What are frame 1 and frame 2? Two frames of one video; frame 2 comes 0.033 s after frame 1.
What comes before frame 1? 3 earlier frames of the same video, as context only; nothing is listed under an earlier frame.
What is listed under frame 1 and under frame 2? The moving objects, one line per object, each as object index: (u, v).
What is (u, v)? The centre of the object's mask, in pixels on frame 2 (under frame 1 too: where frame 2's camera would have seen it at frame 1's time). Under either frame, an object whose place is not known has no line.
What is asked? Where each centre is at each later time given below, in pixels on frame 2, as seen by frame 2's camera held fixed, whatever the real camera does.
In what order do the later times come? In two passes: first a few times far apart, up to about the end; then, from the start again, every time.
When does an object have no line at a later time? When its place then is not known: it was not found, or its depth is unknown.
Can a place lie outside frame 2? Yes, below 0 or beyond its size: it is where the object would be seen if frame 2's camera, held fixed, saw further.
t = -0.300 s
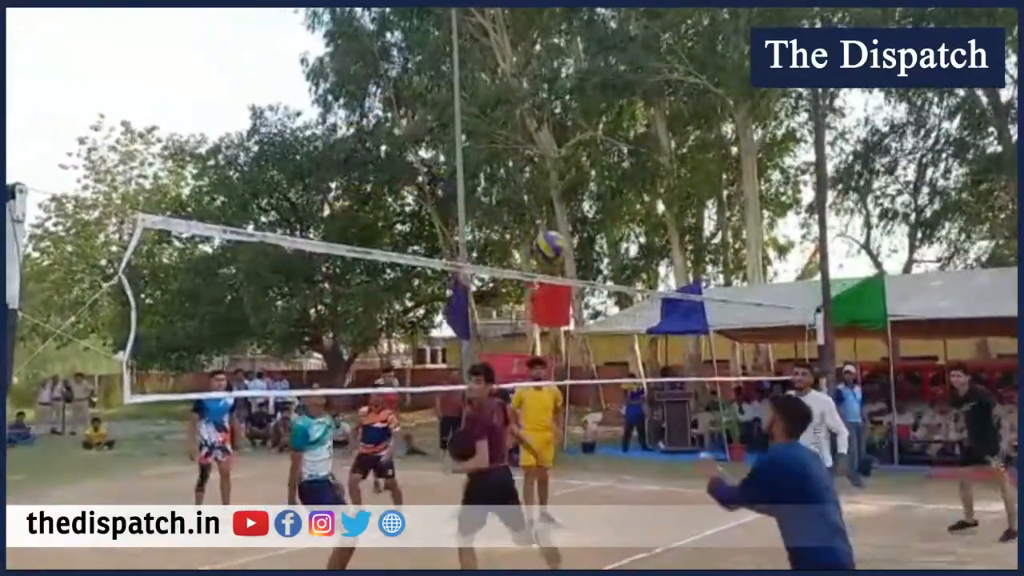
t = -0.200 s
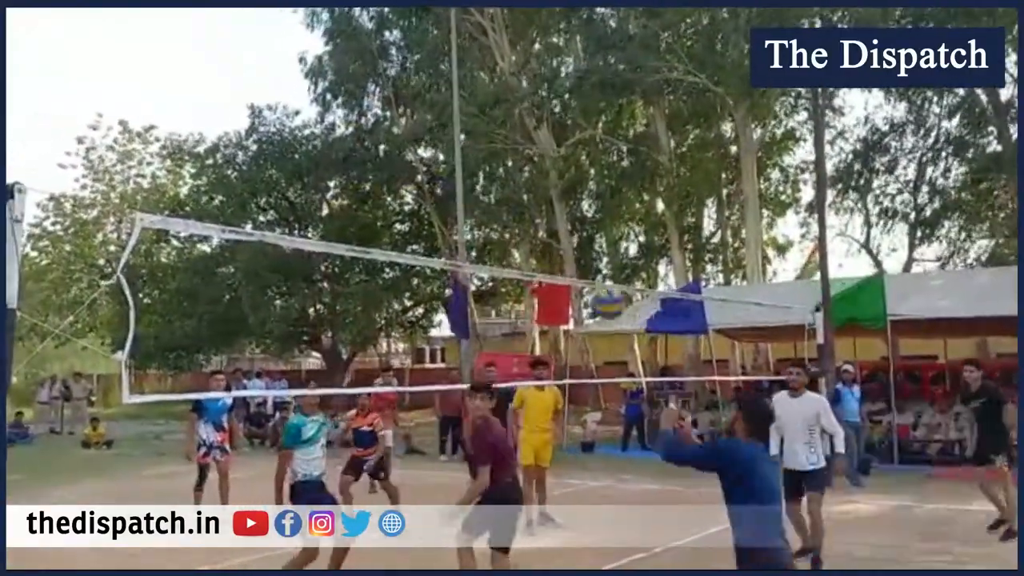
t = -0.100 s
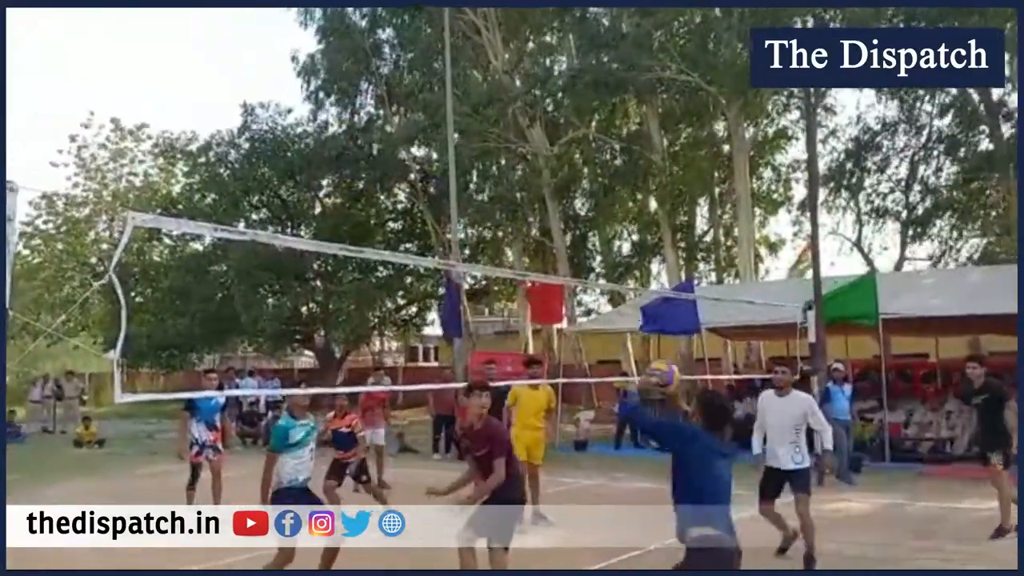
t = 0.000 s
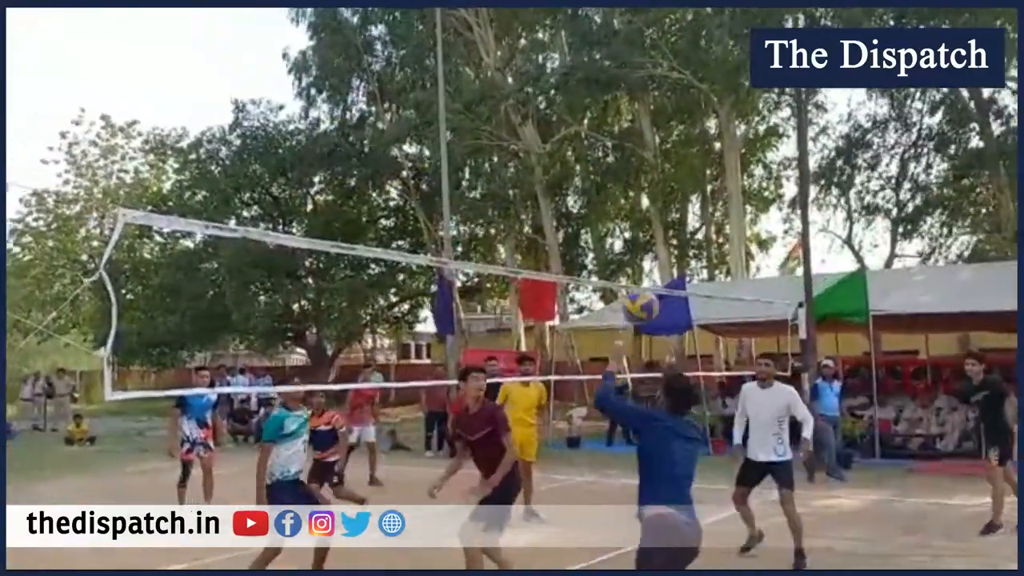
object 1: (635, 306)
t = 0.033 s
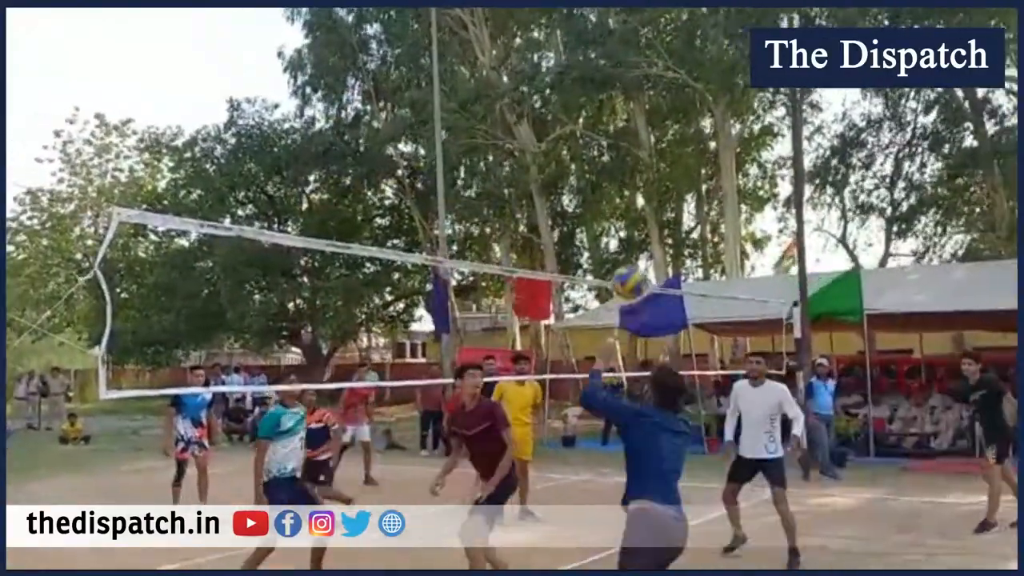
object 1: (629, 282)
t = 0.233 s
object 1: (598, 184)
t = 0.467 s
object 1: (566, 154)
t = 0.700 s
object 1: (533, 208)
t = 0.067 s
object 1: (625, 260)
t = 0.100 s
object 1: (618, 241)
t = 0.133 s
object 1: (614, 224)
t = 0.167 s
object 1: (609, 207)
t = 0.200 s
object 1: (602, 193)
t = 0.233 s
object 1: (598, 184)
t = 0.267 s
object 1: (593, 173)
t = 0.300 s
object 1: (589, 166)
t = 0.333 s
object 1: (585, 161)
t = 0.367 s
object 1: (578, 157)
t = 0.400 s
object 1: (574, 156)
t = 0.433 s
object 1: (570, 155)
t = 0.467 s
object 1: (566, 154)
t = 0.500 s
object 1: (559, 154)
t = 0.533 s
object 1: (556, 160)
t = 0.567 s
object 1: (551, 168)
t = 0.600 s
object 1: (547, 175)
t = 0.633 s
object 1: (543, 186)
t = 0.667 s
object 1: (539, 195)
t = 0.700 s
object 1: (533, 208)
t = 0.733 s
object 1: (529, 221)
